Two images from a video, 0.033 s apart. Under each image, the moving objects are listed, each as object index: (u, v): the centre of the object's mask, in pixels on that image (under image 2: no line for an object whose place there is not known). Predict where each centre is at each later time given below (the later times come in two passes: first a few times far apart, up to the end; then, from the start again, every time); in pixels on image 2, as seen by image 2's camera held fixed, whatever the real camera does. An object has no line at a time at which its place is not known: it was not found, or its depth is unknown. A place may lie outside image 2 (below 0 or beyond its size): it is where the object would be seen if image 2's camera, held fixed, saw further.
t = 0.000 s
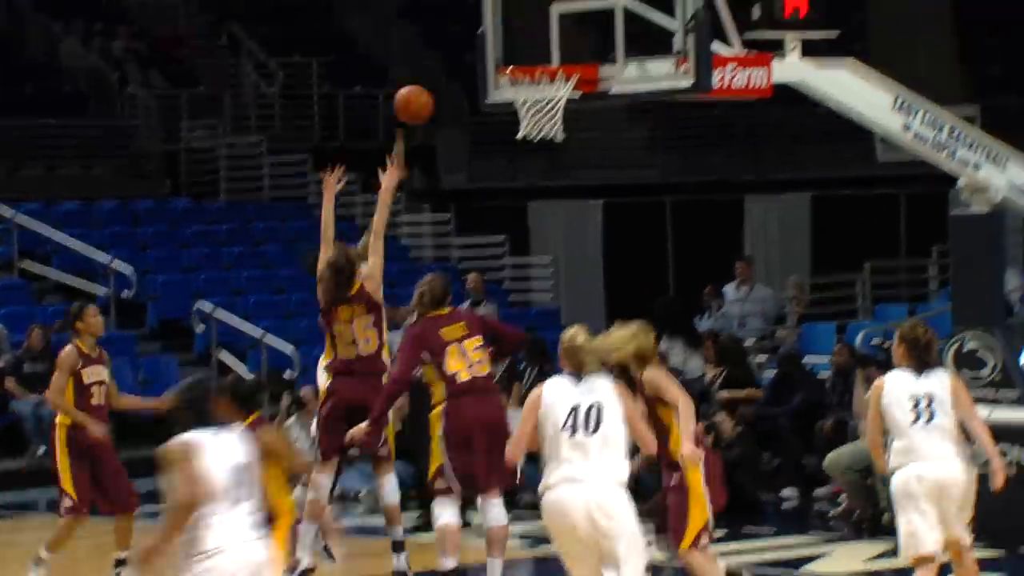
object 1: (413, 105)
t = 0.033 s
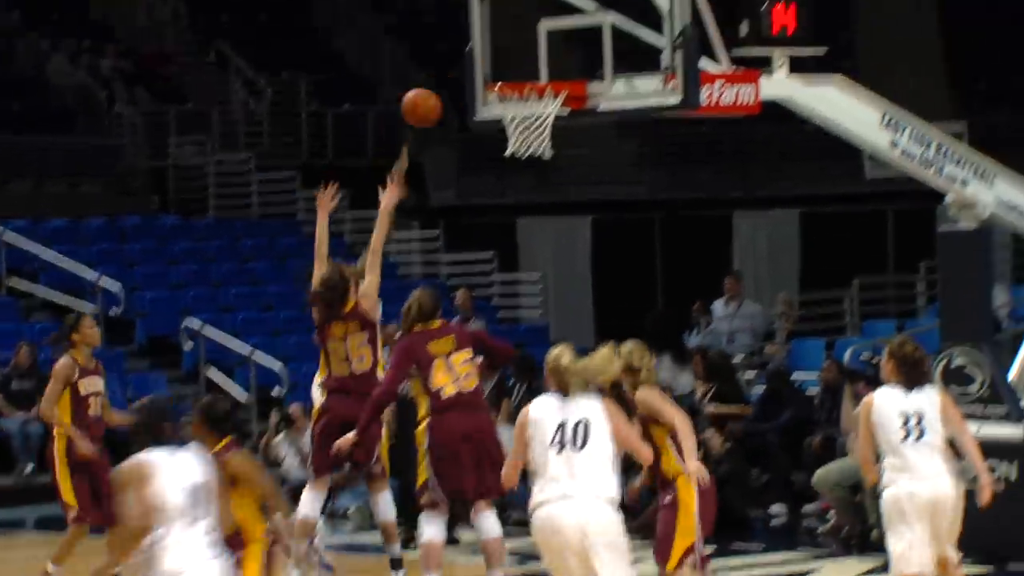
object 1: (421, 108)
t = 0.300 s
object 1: (510, 65)
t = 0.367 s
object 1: (506, 58)
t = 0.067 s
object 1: (440, 95)
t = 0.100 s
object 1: (458, 84)
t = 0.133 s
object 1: (478, 74)
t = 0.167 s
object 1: (498, 66)
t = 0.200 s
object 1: (513, 63)
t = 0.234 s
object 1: (512, 62)
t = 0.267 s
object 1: (511, 64)
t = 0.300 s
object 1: (510, 65)
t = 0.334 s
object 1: (507, 62)
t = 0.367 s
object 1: (506, 58)
